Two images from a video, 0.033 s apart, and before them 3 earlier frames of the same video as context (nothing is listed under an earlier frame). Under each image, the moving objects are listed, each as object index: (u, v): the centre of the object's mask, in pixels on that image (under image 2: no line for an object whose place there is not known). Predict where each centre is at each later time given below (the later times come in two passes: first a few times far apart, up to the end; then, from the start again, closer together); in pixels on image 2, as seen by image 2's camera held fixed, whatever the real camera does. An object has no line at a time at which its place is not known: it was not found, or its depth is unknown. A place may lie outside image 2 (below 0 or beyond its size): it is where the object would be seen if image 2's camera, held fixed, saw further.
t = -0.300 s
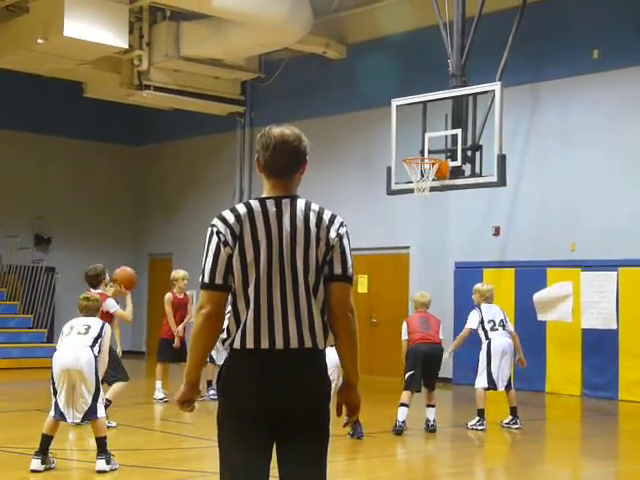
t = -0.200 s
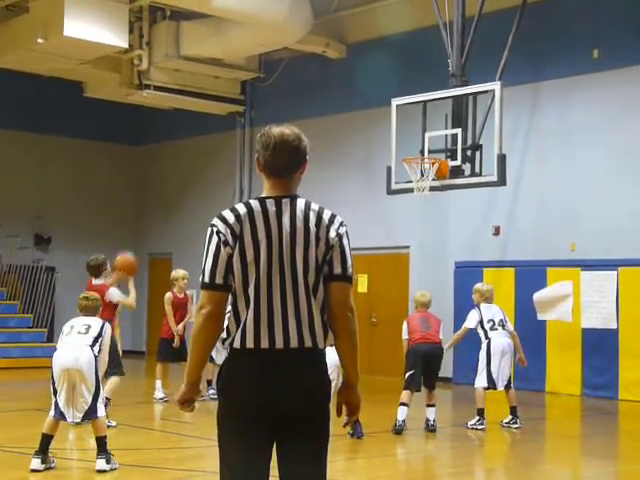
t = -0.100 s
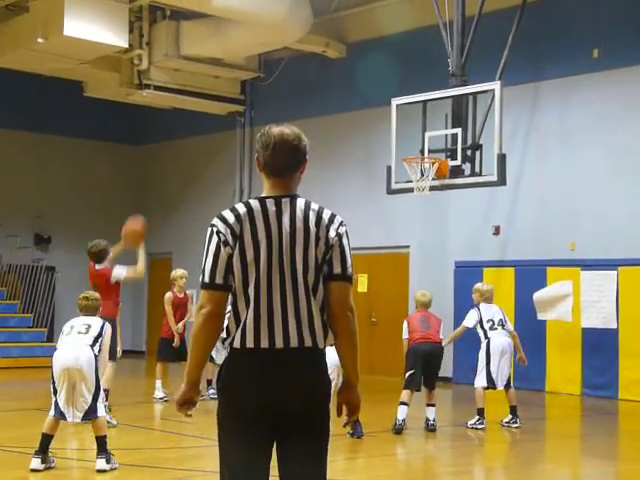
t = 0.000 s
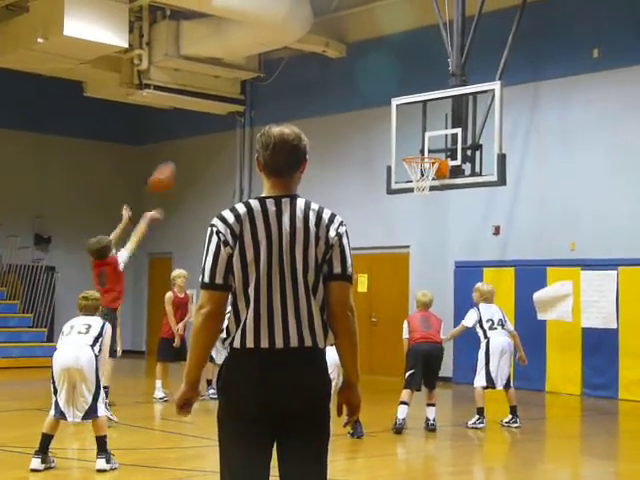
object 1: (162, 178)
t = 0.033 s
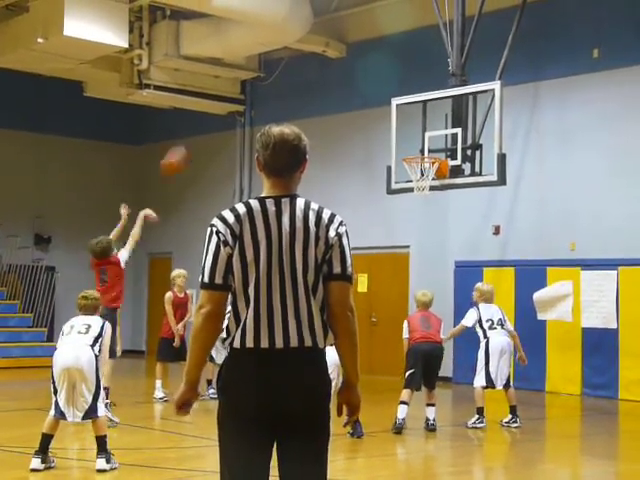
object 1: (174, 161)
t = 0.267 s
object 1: (248, 83)
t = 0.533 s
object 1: (318, 61)
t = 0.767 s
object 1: (374, 87)
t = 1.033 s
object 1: (429, 168)
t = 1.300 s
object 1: (418, 209)
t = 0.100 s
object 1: (197, 133)
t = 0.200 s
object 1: (230, 99)
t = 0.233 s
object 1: (238, 91)
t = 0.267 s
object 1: (248, 83)
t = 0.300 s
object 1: (258, 77)
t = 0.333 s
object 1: (267, 71)
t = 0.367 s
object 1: (276, 67)
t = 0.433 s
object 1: (293, 62)
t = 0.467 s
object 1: (302, 60)
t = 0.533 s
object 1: (318, 61)
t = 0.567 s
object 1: (327, 61)
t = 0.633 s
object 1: (343, 67)
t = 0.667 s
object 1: (351, 70)
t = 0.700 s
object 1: (359, 75)
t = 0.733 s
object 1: (366, 81)
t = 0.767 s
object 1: (374, 87)
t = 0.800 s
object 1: (381, 95)
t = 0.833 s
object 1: (387, 102)
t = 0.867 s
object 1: (395, 112)
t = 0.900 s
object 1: (404, 121)
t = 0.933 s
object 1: (409, 132)
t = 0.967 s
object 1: (416, 144)
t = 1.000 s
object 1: (424, 152)
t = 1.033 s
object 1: (429, 168)
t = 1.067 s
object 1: (430, 177)
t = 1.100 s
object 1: (430, 182)
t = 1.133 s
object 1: (428, 182)
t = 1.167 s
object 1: (426, 186)
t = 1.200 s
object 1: (425, 190)
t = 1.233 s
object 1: (423, 196)
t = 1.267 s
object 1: (420, 202)
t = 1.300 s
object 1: (418, 209)
